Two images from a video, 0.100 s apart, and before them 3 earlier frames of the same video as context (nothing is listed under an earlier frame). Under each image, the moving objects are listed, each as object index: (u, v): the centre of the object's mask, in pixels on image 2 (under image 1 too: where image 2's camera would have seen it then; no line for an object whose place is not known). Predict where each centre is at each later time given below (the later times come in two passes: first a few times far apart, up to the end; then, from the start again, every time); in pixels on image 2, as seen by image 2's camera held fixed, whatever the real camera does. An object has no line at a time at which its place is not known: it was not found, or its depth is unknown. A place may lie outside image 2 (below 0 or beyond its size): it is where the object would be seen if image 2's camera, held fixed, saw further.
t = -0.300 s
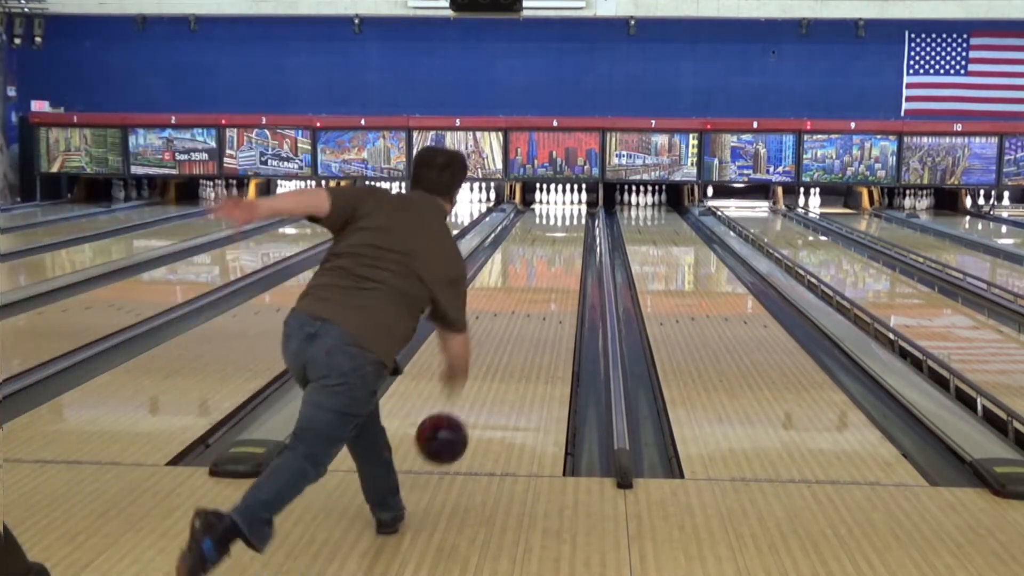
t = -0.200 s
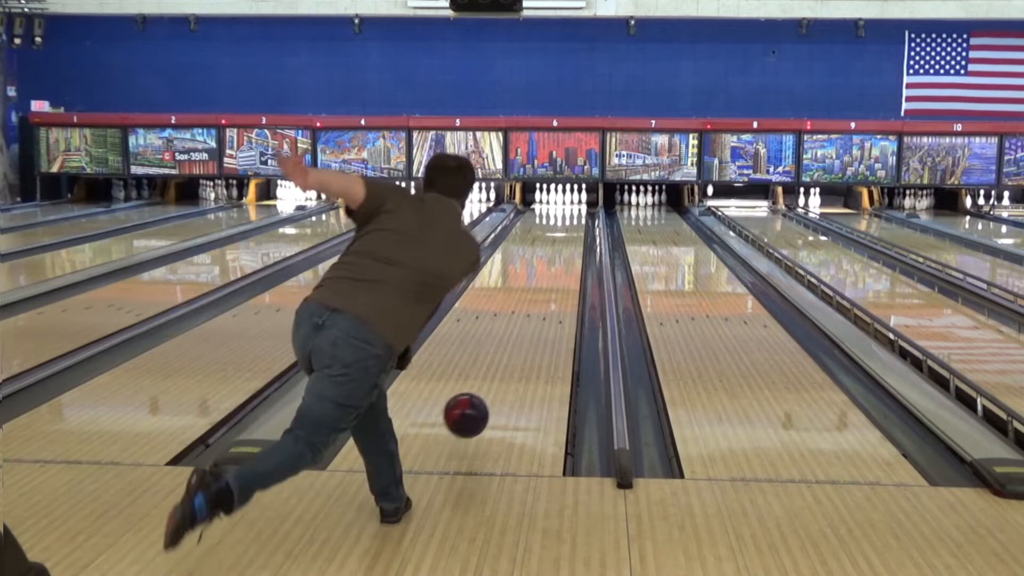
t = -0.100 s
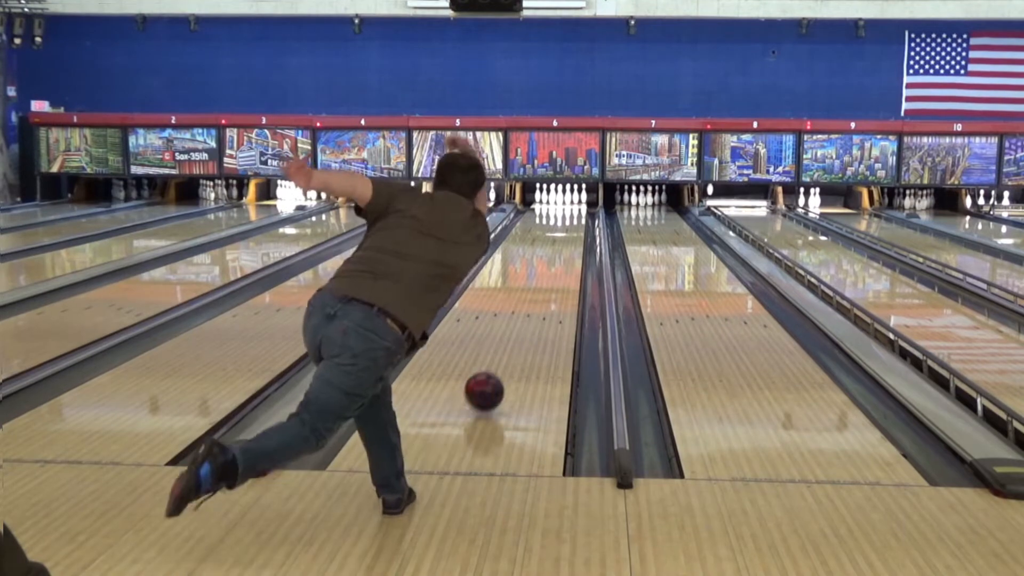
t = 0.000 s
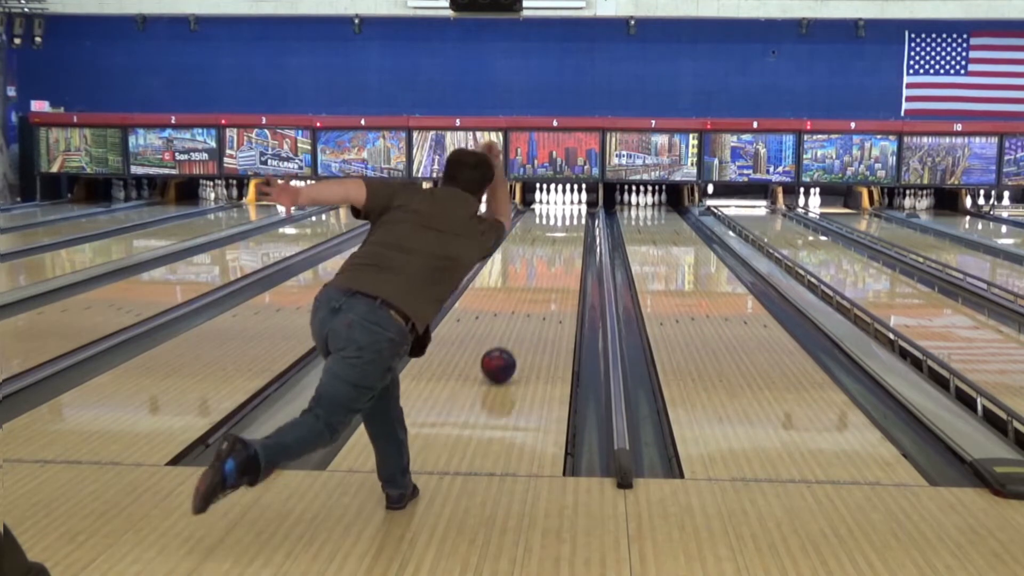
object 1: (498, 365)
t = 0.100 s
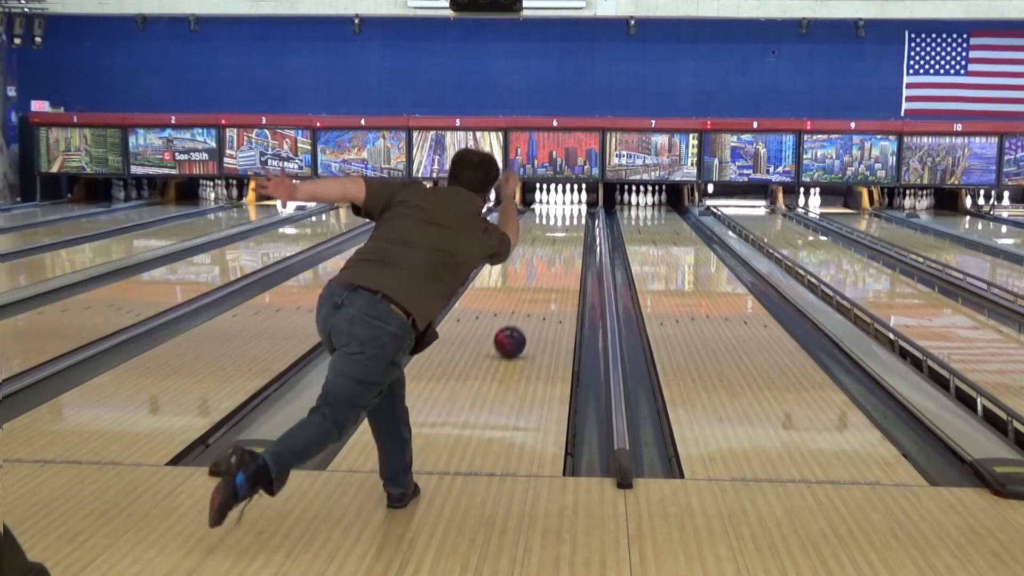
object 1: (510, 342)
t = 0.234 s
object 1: (522, 318)
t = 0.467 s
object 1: (537, 287)
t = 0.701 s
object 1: (547, 264)
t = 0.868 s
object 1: (553, 250)
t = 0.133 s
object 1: (513, 335)
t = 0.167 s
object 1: (516, 329)
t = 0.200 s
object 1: (519, 323)
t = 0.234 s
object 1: (522, 318)
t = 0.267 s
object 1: (524, 313)
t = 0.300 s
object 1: (527, 309)
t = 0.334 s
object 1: (533, 302)
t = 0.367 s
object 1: (531, 299)
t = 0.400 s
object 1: (533, 294)
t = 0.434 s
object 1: (535, 291)
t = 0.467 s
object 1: (537, 287)
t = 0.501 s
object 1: (539, 283)
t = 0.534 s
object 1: (540, 280)
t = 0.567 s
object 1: (542, 276)
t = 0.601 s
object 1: (543, 272)
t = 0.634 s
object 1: (545, 269)
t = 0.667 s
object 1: (546, 266)
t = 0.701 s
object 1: (547, 264)
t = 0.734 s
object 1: (549, 260)
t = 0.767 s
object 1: (550, 258)
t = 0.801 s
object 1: (551, 255)
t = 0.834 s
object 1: (552, 253)
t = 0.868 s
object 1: (553, 250)
